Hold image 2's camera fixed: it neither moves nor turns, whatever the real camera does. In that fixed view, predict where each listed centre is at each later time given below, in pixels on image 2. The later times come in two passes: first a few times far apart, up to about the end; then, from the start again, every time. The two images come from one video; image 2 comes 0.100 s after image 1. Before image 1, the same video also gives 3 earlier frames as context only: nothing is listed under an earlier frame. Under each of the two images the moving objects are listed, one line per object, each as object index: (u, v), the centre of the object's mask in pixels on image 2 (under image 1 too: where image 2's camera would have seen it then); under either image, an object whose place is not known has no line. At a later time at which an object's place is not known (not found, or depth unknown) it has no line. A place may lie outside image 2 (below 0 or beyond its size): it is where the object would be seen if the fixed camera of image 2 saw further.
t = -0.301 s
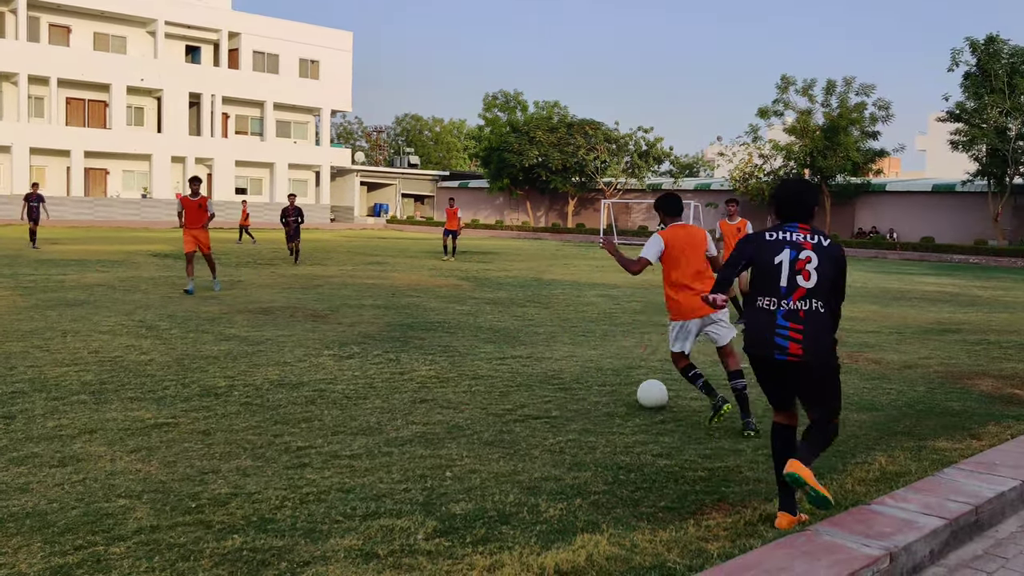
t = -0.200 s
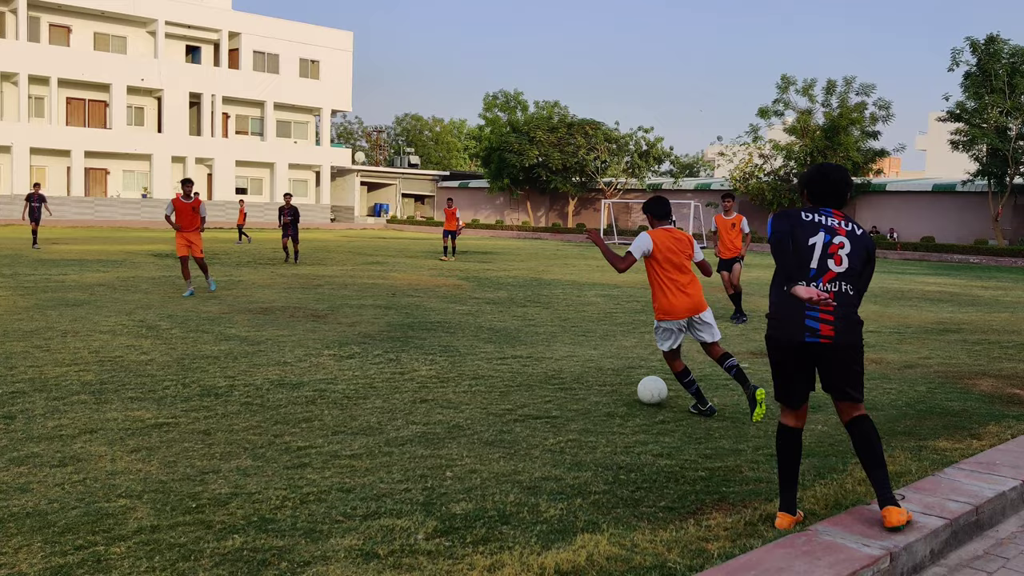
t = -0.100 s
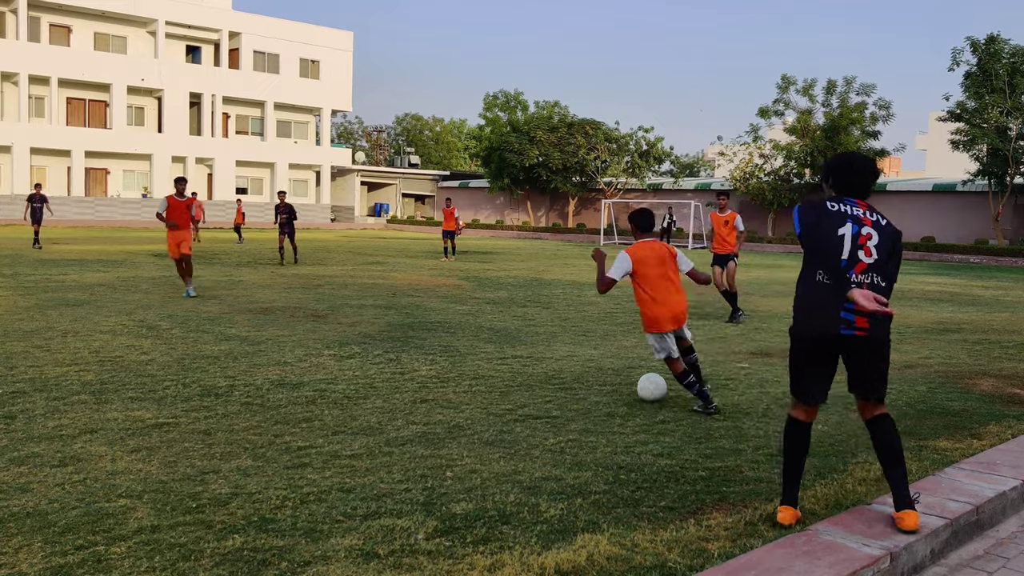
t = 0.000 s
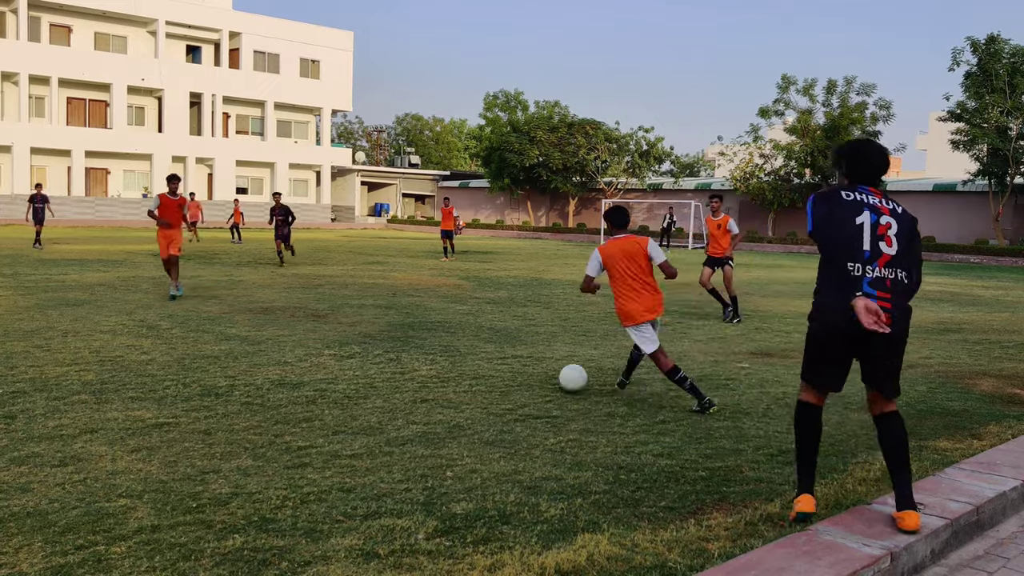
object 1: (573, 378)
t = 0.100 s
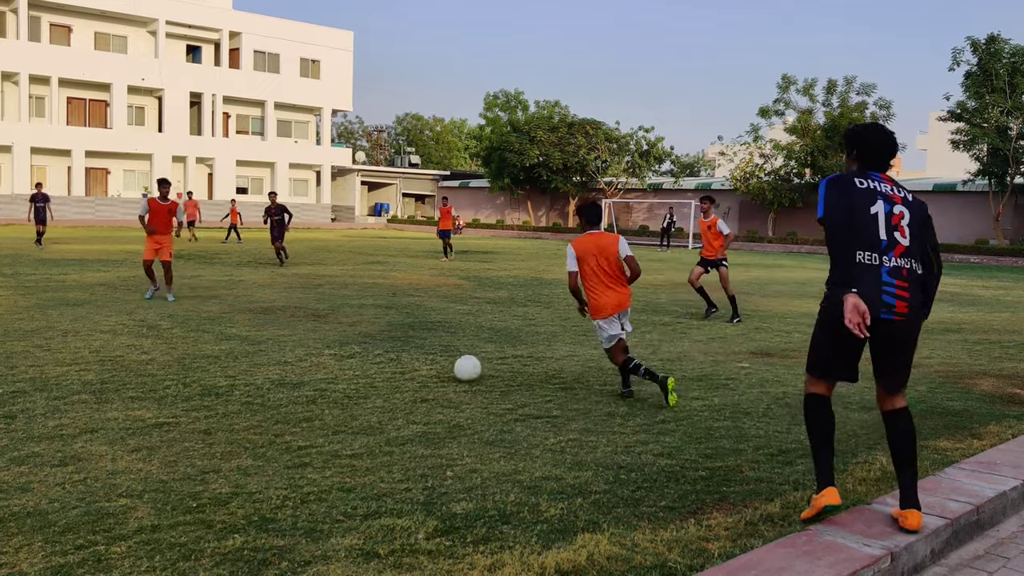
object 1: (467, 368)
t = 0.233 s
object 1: (350, 357)
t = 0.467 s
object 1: (195, 337)
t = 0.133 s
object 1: (437, 365)
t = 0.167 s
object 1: (407, 361)
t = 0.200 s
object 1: (377, 359)
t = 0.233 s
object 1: (350, 357)
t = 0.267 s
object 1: (325, 352)
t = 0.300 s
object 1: (301, 349)
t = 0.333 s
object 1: (278, 346)
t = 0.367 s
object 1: (254, 345)
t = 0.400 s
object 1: (232, 345)
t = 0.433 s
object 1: (212, 342)
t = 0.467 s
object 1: (195, 337)
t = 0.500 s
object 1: (177, 332)
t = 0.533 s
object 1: (159, 330)
